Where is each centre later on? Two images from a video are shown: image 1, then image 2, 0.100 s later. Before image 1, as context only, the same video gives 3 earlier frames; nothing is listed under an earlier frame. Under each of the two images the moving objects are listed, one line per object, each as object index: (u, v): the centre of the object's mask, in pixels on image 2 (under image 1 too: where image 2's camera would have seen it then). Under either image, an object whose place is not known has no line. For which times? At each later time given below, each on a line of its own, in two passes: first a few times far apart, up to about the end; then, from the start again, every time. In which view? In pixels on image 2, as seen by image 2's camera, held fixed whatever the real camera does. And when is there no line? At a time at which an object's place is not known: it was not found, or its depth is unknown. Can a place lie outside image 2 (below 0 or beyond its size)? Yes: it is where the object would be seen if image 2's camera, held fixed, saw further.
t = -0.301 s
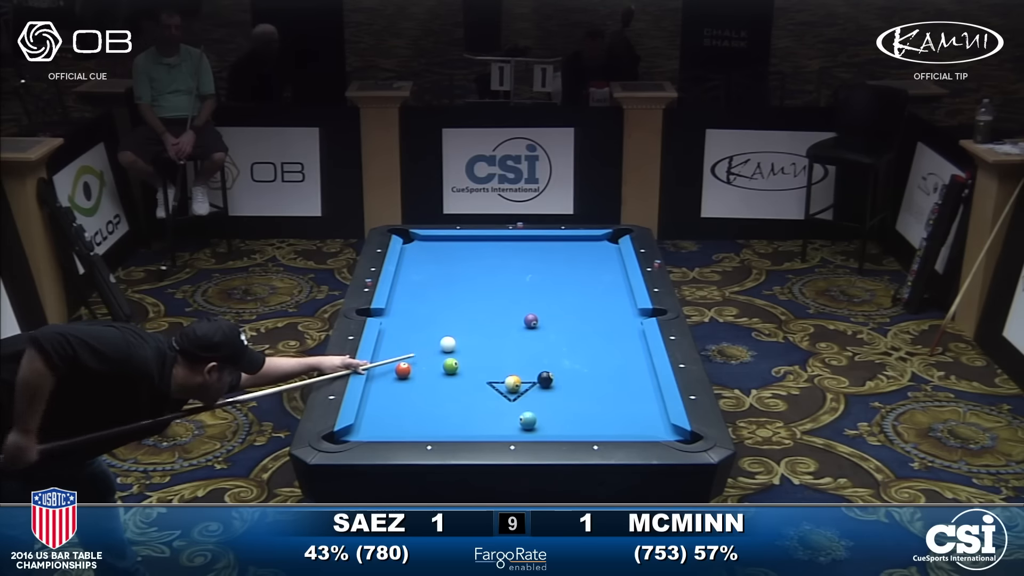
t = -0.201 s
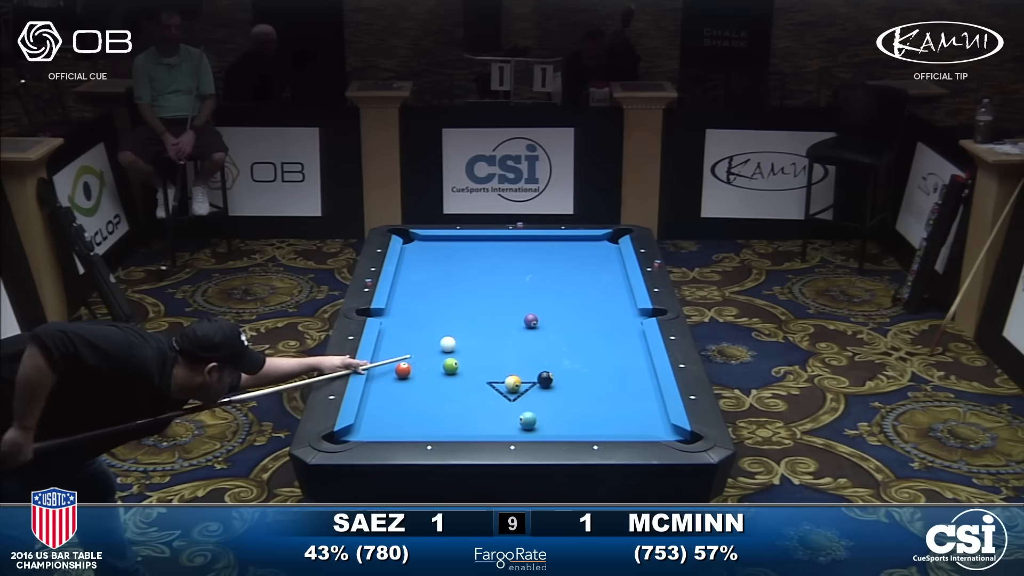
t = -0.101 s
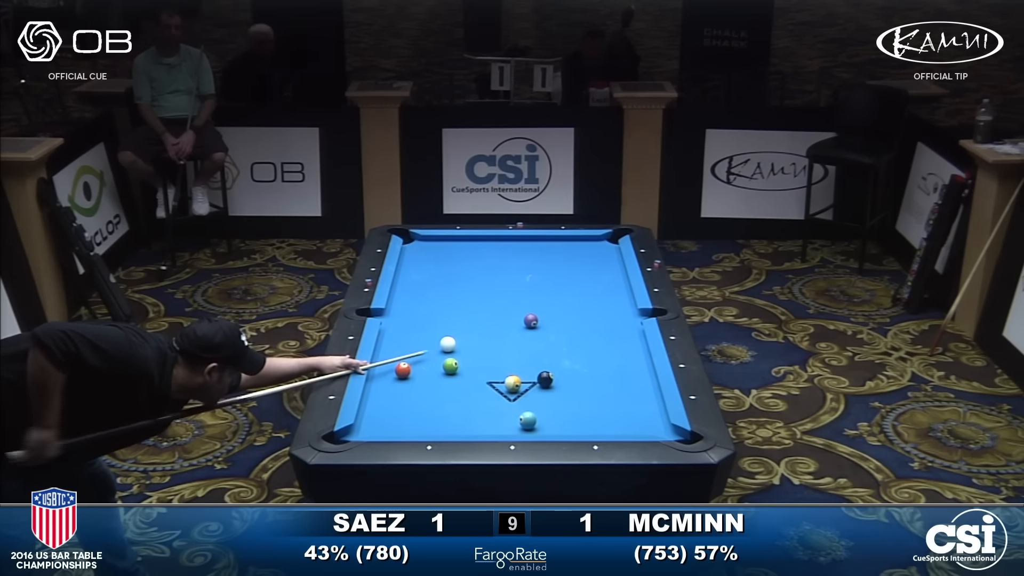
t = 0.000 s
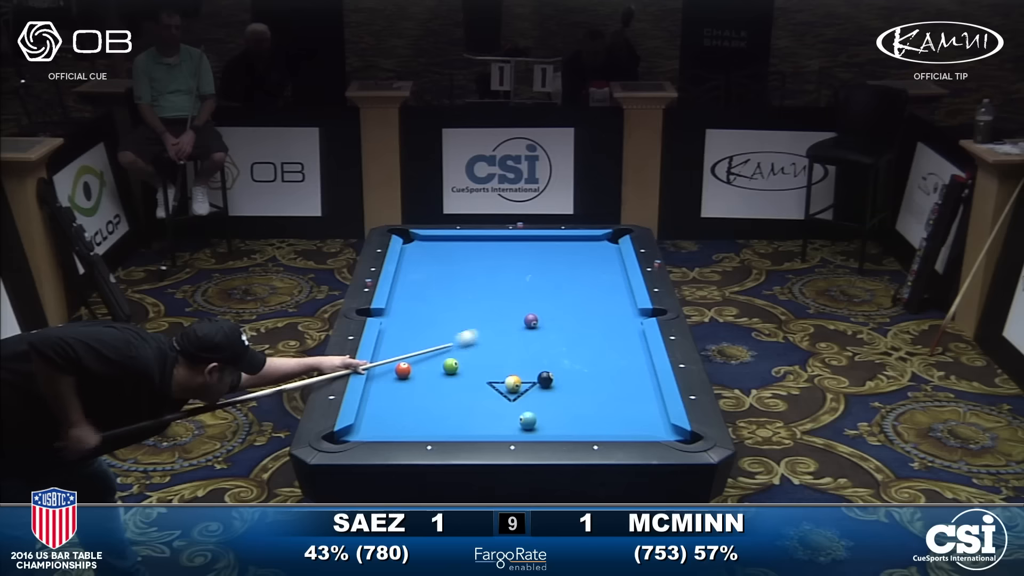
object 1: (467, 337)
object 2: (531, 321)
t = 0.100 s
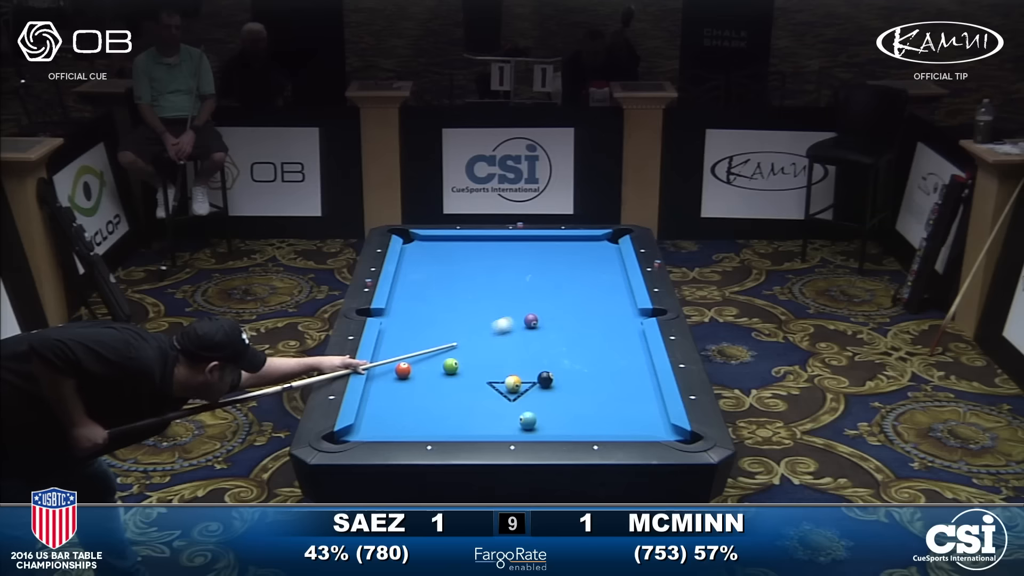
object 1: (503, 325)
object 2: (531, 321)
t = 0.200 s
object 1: (516, 315)
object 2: (547, 321)
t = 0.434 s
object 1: (517, 300)
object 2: (598, 319)
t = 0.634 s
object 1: (517, 289)
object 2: (638, 317)
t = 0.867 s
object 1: (517, 276)
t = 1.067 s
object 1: (517, 266)
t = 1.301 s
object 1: (518, 256)
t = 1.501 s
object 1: (518, 248)
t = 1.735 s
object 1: (518, 239)
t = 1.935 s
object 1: (514, 242)
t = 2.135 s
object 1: (510, 245)
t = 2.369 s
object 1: (505, 250)
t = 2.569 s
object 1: (502, 253)
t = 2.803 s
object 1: (497, 257)
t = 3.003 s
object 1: (494, 260)
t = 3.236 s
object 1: (490, 264)
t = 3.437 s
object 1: (487, 266)
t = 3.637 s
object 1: (484, 269)
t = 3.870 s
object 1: (481, 271)
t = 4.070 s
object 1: (479, 273)
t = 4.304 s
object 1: (477, 276)
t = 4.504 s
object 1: (475, 277)
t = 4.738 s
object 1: (474, 278)
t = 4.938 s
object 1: (473, 279)
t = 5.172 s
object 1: (472, 280)
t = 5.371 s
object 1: (472, 280)
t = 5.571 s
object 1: (472, 280)
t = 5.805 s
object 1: (472, 280)
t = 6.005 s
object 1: (472, 280)
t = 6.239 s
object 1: (472, 280)
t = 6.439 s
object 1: (472, 280)
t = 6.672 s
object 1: (472, 280)
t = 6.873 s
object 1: (472, 280)
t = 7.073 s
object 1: (472, 280)
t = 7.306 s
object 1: (472, 280)
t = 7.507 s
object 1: (472, 280)
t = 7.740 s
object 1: (472, 280)
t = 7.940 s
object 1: (472, 280)
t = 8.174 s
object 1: (472, 280)
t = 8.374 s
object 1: (472, 280)
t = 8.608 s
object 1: (472, 280)
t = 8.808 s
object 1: (472, 280)
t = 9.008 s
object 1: (472, 280)
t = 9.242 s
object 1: (472, 280)
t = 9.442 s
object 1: (472, 280)
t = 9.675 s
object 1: (472, 280)
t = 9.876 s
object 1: (472, 280)
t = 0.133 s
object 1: (513, 322)
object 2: (531, 321)
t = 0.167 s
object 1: (516, 318)
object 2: (538, 321)
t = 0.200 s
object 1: (516, 315)
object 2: (547, 321)
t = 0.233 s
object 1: (516, 313)
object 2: (555, 320)
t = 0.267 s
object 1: (516, 310)
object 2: (563, 320)
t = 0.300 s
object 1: (516, 309)
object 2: (570, 320)
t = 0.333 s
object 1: (516, 306)
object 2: (577, 320)
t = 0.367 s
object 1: (516, 304)
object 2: (584, 319)
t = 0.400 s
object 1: (517, 302)
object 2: (591, 319)
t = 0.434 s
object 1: (517, 300)
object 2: (598, 319)
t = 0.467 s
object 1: (517, 298)
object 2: (605, 319)
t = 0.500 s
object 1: (517, 296)
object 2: (612, 319)
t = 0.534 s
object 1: (517, 294)
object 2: (618, 318)
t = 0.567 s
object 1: (517, 292)
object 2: (625, 318)
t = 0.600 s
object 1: (517, 290)
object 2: (631, 318)
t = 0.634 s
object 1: (517, 289)
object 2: (638, 317)
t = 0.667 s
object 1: (517, 287)
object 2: (644, 314)
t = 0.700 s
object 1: (517, 285)
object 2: (649, 315)
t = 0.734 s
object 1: (517, 283)
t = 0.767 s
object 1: (517, 282)
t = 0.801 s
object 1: (517, 280)
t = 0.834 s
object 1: (517, 278)
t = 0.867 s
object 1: (517, 276)
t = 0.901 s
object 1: (517, 275)
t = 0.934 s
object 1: (517, 273)
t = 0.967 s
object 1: (517, 271)
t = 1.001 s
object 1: (517, 270)
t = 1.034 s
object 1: (518, 268)
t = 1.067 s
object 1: (517, 266)
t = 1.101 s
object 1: (517, 265)
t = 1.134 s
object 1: (518, 263)
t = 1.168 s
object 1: (517, 262)
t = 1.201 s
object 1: (517, 260)
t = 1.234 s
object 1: (518, 259)
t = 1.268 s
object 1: (518, 257)
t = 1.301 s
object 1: (518, 256)
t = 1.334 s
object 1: (518, 254)
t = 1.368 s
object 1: (518, 253)
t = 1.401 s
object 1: (518, 252)
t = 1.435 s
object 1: (518, 250)
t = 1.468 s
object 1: (518, 249)
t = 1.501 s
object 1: (518, 248)
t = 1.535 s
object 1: (518, 246)
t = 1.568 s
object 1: (518, 245)
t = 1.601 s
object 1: (518, 244)
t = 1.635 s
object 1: (518, 242)
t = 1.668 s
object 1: (518, 241)
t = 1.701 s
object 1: (518, 240)
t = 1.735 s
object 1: (518, 239)
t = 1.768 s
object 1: (517, 238)
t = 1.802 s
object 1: (517, 239)
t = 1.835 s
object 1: (516, 240)
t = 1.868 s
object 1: (515, 240)
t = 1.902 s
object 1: (515, 241)
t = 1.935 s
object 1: (514, 242)
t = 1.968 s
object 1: (513, 242)
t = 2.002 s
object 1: (512, 243)
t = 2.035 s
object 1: (512, 244)
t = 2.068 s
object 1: (511, 244)
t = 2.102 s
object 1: (510, 245)
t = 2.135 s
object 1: (510, 245)
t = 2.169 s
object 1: (509, 246)
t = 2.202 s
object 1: (508, 247)
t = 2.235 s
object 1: (508, 247)
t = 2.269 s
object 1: (507, 248)
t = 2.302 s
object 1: (506, 249)
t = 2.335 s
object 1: (506, 249)
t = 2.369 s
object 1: (505, 250)
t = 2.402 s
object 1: (504, 250)
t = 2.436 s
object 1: (504, 251)
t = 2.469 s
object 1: (503, 251)
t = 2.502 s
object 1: (503, 252)
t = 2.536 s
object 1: (502, 253)
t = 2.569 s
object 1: (502, 253)
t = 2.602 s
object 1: (501, 254)
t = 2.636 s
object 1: (500, 254)
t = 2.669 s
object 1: (500, 255)
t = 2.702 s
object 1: (499, 255)
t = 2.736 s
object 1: (499, 256)
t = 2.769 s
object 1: (498, 257)
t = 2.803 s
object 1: (497, 257)
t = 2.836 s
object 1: (497, 258)
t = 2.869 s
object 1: (496, 258)
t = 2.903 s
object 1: (496, 259)
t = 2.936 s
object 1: (495, 259)
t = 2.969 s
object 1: (495, 260)
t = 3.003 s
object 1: (494, 260)
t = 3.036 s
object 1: (493, 261)
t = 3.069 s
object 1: (493, 261)
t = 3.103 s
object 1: (492, 262)
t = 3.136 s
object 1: (492, 262)
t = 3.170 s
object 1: (491, 263)
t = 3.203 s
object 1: (491, 263)
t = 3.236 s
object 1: (490, 264)
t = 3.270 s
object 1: (490, 264)
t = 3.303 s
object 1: (489, 264)
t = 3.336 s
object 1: (489, 265)
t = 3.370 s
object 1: (488, 265)
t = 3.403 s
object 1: (488, 266)
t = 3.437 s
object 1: (487, 266)
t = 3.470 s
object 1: (487, 267)
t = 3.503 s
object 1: (486, 267)
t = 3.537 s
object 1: (486, 268)
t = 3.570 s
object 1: (485, 268)
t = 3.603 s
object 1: (485, 268)
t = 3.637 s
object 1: (484, 269)
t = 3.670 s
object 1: (484, 269)
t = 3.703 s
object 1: (483, 269)
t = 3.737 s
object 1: (483, 270)
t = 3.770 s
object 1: (482, 270)
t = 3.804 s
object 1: (482, 271)
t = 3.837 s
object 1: (481, 271)
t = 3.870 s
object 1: (481, 271)
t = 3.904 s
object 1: (481, 272)
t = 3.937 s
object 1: (480, 272)
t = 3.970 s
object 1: (480, 272)
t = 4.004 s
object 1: (479, 273)
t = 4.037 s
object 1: (479, 273)
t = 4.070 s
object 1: (479, 273)
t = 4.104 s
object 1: (478, 274)
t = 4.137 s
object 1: (478, 274)
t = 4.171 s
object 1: (478, 274)
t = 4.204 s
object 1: (477, 275)
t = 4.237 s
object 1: (477, 275)
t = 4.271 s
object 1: (477, 275)
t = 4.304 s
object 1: (477, 276)
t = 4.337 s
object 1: (476, 276)
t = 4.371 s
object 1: (476, 276)
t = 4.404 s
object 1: (476, 276)
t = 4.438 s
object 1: (475, 276)
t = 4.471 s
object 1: (475, 277)
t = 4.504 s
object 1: (475, 277)
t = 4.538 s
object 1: (475, 277)
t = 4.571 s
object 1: (475, 277)
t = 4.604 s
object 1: (475, 278)
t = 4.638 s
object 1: (474, 278)
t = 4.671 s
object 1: (474, 278)
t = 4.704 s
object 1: (474, 278)
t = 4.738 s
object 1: (474, 278)
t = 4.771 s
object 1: (474, 278)
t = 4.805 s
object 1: (473, 279)
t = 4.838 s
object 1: (473, 279)
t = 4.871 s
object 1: (473, 279)
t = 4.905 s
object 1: (473, 279)
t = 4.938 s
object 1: (473, 279)
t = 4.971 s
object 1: (473, 279)
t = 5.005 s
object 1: (473, 279)
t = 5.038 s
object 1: (473, 280)
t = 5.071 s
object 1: (473, 280)
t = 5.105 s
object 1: (473, 280)
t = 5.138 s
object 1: (472, 280)
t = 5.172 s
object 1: (472, 280)
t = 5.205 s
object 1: (472, 280)
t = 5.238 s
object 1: (472, 280)
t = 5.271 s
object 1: (472, 280)
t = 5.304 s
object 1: (472, 280)
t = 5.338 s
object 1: (472, 280)
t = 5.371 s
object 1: (472, 280)
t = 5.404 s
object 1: (472, 280)
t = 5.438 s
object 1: (472, 280)
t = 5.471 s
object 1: (472, 280)
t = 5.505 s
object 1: (472, 280)
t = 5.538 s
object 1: (472, 280)
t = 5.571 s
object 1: (472, 280)
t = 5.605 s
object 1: (472, 280)
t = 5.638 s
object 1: (472, 280)
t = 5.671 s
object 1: (472, 280)
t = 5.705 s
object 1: (472, 280)
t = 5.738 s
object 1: (472, 280)
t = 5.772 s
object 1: (472, 280)
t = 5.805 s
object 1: (472, 280)
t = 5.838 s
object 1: (472, 280)
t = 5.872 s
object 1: (472, 280)
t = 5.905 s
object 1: (472, 280)
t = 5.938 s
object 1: (472, 280)
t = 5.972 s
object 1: (472, 280)
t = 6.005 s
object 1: (472, 280)
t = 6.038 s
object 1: (472, 280)
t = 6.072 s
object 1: (472, 280)
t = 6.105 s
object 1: (472, 280)
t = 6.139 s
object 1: (472, 280)
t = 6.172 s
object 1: (472, 280)
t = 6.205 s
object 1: (472, 280)
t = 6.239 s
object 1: (472, 280)
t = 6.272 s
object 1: (472, 280)
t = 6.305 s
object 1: (472, 280)
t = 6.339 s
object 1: (472, 280)
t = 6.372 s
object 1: (472, 280)
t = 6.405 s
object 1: (472, 280)
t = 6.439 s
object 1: (472, 280)
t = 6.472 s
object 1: (472, 280)
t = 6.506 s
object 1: (472, 280)
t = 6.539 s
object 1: (472, 280)
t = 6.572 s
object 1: (472, 280)
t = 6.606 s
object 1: (472, 280)
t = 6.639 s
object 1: (472, 280)
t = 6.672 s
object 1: (472, 280)
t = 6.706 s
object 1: (472, 280)
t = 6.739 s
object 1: (472, 280)
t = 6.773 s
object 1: (472, 280)
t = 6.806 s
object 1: (472, 280)
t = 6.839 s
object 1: (472, 280)
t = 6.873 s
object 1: (472, 280)
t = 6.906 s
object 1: (472, 280)
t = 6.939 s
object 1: (472, 280)
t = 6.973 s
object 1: (472, 280)
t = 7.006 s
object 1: (472, 280)
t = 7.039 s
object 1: (472, 280)
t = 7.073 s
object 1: (472, 280)
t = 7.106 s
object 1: (472, 280)
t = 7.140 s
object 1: (472, 280)
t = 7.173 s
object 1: (472, 280)
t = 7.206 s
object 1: (472, 280)
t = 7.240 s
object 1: (472, 280)
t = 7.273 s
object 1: (472, 280)
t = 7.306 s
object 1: (472, 280)
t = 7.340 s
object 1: (472, 280)
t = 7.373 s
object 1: (472, 280)
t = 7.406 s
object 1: (472, 280)
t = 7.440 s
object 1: (472, 280)
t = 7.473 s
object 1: (472, 280)
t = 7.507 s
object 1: (472, 280)
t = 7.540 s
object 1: (472, 280)
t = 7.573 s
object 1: (472, 280)
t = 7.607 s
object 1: (472, 280)
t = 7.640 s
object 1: (472, 280)
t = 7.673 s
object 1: (472, 280)
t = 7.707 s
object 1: (472, 280)
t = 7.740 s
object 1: (472, 280)
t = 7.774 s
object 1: (472, 280)
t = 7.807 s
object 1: (472, 280)
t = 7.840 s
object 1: (472, 280)
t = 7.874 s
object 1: (472, 280)
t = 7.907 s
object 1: (472, 280)
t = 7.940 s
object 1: (472, 280)
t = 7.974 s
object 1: (472, 280)
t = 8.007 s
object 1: (472, 280)
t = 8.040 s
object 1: (472, 280)
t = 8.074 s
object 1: (472, 280)
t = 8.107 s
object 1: (472, 280)
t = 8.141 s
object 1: (472, 280)
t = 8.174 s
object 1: (472, 280)
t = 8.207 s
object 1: (472, 280)
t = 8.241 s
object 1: (472, 280)
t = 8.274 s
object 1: (472, 280)
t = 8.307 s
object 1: (472, 280)
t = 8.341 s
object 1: (472, 280)
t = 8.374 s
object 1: (472, 280)
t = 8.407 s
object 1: (472, 280)
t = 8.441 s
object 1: (472, 280)
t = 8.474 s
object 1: (472, 280)
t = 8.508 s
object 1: (472, 280)
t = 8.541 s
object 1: (472, 280)
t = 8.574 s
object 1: (472, 280)
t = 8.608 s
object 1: (472, 280)
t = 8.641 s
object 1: (472, 280)
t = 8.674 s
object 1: (472, 280)
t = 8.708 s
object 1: (472, 280)
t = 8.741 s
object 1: (472, 280)
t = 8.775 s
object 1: (472, 280)
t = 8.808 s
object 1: (472, 280)
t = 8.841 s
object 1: (472, 280)
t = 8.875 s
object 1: (472, 280)
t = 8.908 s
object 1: (472, 280)
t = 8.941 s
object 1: (472, 280)
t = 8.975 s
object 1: (472, 280)
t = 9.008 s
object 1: (472, 280)
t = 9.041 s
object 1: (472, 280)
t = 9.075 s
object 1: (472, 280)
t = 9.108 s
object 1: (472, 280)
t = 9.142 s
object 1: (472, 280)
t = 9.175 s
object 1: (472, 280)
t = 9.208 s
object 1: (472, 280)
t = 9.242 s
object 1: (472, 280)
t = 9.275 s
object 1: (472, 280)
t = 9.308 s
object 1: (472, 280)
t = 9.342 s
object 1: (472, 280)
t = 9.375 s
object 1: (472, 280)
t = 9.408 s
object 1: (472, 280)
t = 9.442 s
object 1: (472, 280)
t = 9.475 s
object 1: (472, 280)
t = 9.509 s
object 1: (472, 280)
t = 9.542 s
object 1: (472, 280)
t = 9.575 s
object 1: (472, 280)
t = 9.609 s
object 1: (472, 280)
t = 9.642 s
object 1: (472, 280)
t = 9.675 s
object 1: (472, 280)
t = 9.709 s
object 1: (472, 280)
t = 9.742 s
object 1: (472, 280)
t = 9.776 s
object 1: (472, 280)
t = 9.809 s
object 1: (472, 280)
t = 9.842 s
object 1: (472, 280)
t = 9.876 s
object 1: (472, 280)
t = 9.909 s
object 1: (472, 280)
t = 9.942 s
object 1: (472, 280)
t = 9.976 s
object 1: (472, 280)
